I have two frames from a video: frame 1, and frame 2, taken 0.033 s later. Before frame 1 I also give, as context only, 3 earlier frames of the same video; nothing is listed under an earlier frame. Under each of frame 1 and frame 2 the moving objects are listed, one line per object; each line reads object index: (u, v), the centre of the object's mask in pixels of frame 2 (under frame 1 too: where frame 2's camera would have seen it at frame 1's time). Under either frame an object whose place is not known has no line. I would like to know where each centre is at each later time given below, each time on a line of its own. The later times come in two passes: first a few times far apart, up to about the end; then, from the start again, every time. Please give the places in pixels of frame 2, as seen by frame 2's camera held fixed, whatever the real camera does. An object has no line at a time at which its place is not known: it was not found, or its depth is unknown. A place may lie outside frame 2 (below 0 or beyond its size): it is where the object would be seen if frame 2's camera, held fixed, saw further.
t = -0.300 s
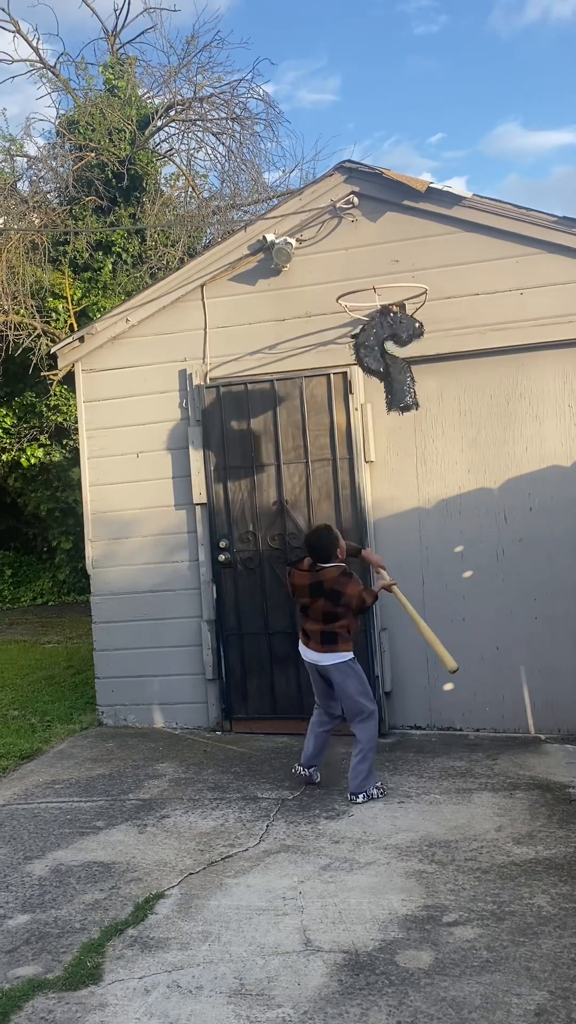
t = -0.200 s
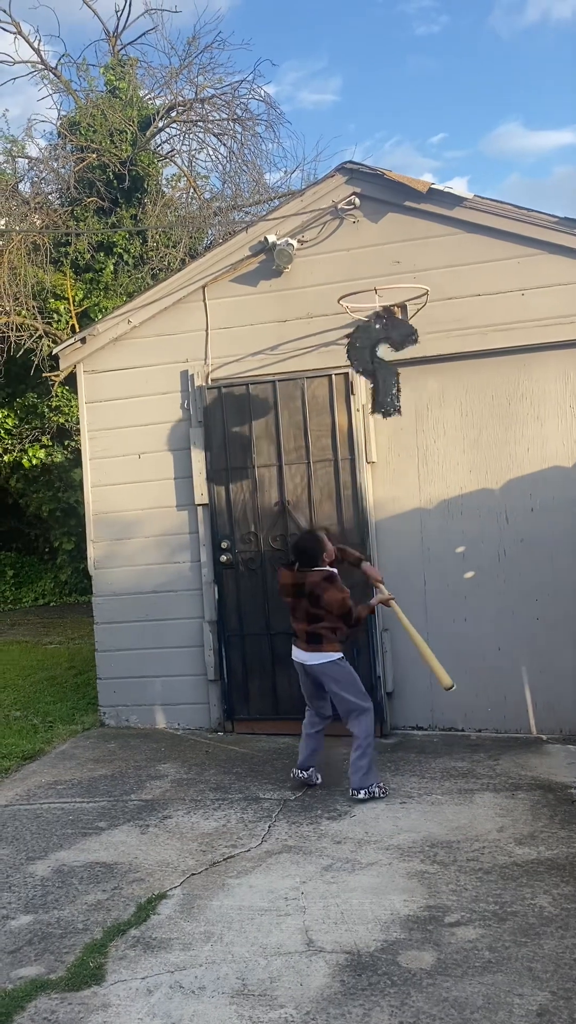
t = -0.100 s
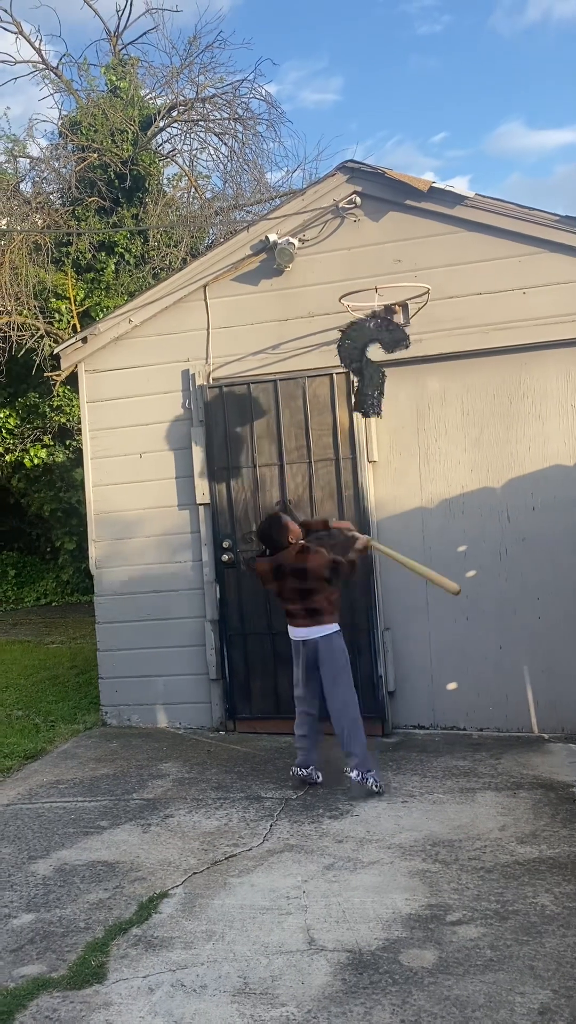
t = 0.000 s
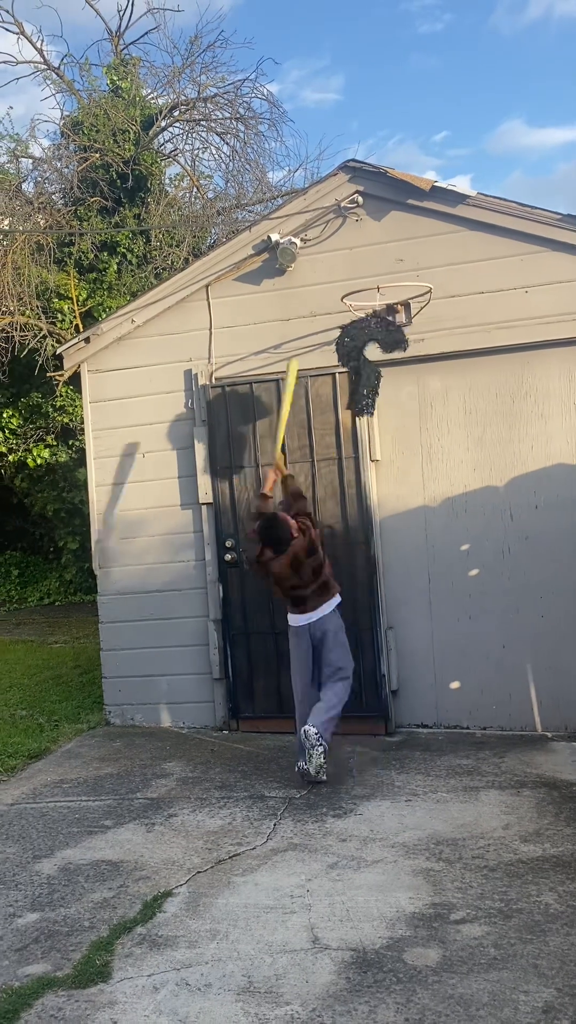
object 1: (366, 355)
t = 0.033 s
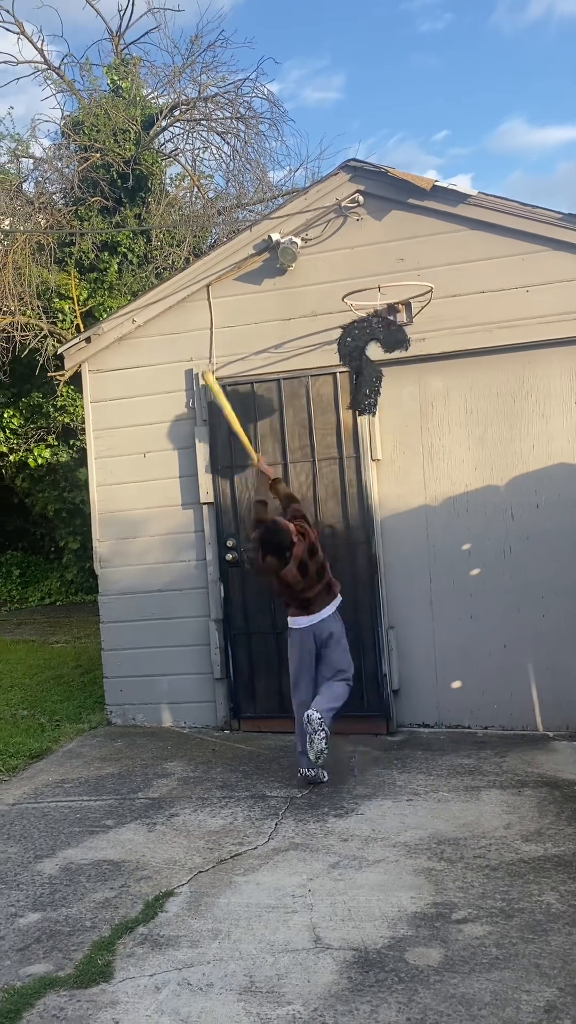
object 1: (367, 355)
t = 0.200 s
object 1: (384, 356)
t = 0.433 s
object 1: (394, 356)
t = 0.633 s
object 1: (377, 359)
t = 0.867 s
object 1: (384, 356)
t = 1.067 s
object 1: (401, 354)
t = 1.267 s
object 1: (388, 357)
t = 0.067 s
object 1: (369, 356)
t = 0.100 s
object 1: (372, 355)
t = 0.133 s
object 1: (376, 356)
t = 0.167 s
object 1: (380, 356)
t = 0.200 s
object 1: (384, 356)
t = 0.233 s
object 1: (388, 356)
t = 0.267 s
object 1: (391, 356)
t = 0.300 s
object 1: (394, 355)
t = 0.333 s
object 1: (395, 355)
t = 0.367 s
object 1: (396, 355)
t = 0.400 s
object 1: (396, 356)
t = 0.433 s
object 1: (394, 356)
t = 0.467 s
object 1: (392, 357)
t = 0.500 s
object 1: (389, 358)
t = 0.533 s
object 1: (385, 359)
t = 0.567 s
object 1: (382, 360)
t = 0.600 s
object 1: (379, 360)
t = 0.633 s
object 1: (377, 359)
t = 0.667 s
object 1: (375, 358)
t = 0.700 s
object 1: (374, 357)
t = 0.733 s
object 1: (374, 356)
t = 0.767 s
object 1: (375, 356)
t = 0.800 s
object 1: (377, 357)
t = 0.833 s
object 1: (380, 356)
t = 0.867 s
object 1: (384, 356)
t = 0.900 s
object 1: (387, 355)
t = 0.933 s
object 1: (391, 354)
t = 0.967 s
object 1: (396, 354)
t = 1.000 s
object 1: (399, 353)
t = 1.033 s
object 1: (400, 353)
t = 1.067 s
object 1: (401, 354)
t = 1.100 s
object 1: (402, 354)
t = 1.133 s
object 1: (400, 355)
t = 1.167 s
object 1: (398, 356)
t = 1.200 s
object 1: (395, 357)
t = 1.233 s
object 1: (391, 356)
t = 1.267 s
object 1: (388, 357)
